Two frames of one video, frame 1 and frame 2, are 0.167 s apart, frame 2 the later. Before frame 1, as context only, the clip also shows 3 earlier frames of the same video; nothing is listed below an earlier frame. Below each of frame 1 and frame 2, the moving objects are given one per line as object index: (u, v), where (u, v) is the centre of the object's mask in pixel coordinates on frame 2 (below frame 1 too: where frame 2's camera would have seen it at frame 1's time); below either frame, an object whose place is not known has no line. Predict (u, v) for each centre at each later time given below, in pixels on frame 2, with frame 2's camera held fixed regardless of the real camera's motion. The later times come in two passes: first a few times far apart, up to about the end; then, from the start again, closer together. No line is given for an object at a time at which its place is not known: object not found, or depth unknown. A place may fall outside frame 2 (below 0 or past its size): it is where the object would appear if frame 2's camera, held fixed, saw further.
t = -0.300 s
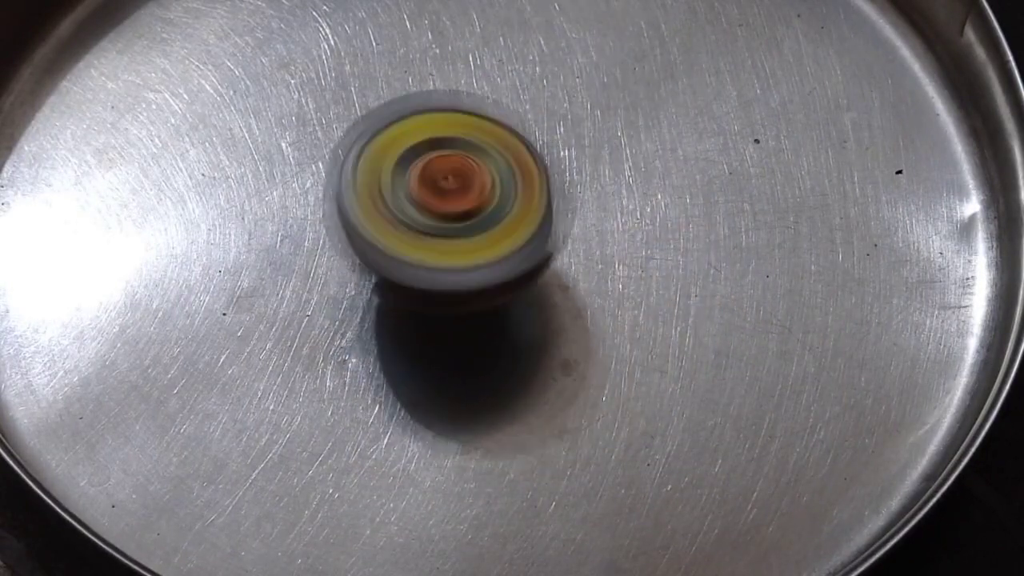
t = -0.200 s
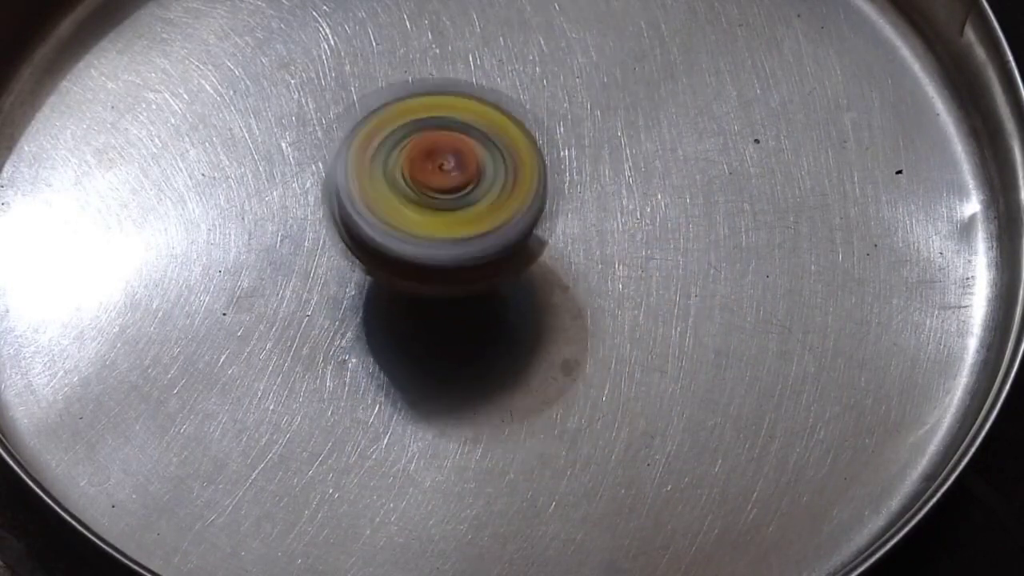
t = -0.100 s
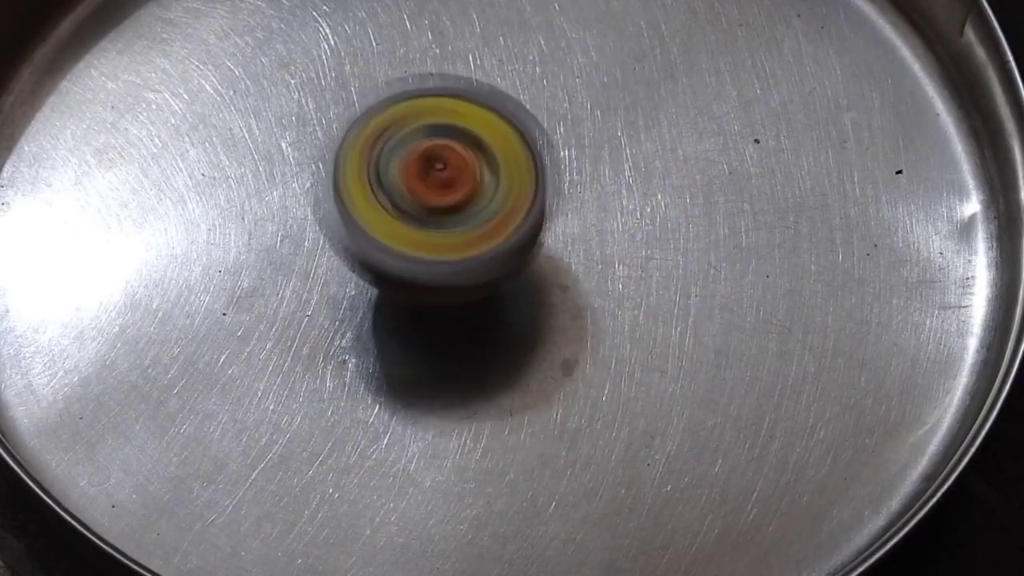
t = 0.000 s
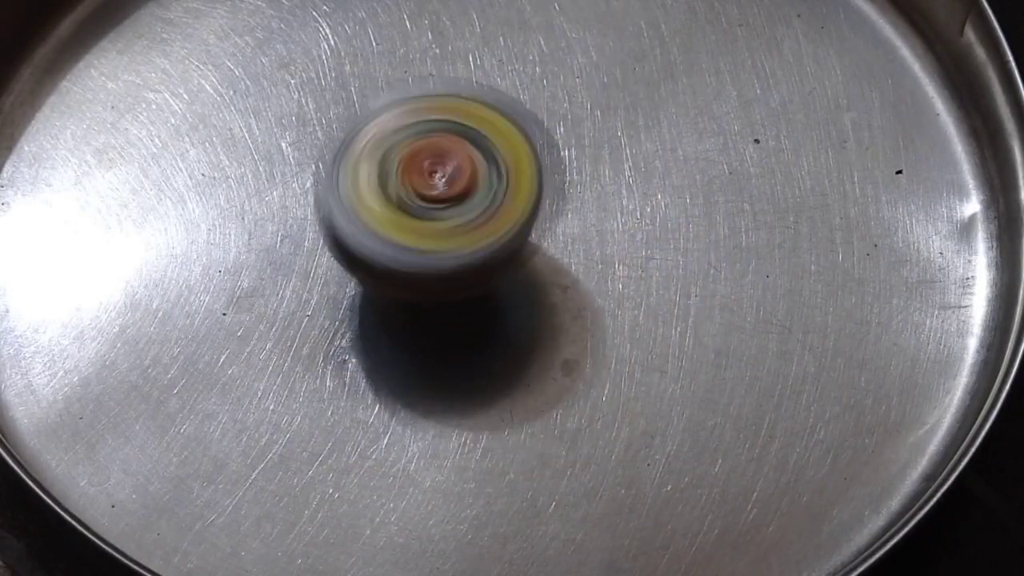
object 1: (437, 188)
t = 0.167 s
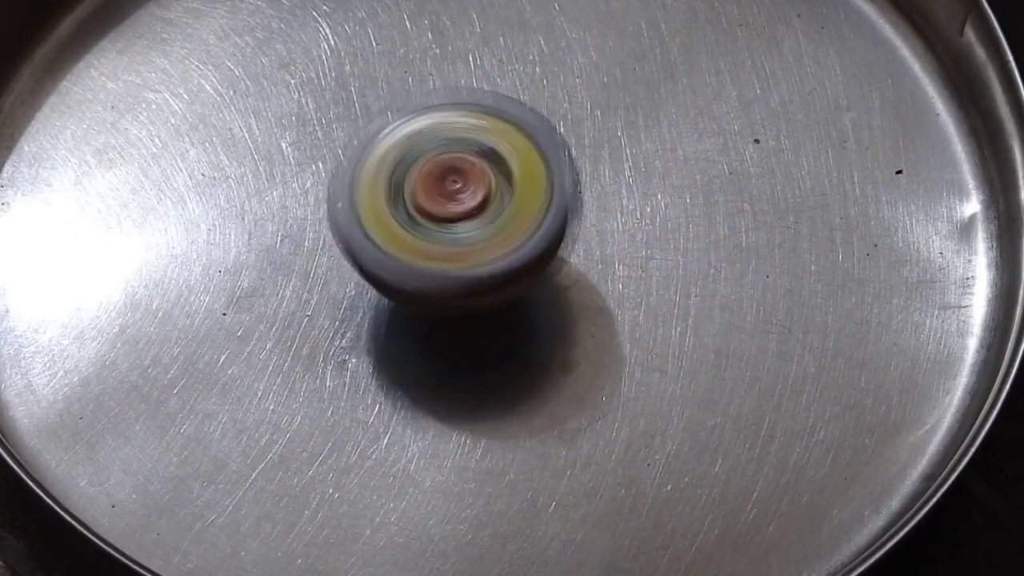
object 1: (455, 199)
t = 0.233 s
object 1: (467, 203)
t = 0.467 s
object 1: (492, 198)
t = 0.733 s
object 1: (499, 192)
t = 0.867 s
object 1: (499, 189)
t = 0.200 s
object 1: (462, 196)
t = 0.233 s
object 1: (467, 203)
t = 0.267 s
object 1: (475, 196)
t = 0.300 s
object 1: (477, 205)
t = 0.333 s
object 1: (485, 199)
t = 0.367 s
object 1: (487, 207)
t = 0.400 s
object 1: (490, 200)
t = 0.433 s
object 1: (491, 205)
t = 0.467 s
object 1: (492, 198)
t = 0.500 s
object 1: (495, 201)
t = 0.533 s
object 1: (496, 196)
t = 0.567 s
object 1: (503, 196)
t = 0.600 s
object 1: (505, 193)
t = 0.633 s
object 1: (509, 193)
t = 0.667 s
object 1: (503, 192)
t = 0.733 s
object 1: (499, 192)
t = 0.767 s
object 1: (503, 185)
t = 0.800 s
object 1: (497, 189)
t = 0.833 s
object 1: (502, 182)
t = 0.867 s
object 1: (499, 189)
